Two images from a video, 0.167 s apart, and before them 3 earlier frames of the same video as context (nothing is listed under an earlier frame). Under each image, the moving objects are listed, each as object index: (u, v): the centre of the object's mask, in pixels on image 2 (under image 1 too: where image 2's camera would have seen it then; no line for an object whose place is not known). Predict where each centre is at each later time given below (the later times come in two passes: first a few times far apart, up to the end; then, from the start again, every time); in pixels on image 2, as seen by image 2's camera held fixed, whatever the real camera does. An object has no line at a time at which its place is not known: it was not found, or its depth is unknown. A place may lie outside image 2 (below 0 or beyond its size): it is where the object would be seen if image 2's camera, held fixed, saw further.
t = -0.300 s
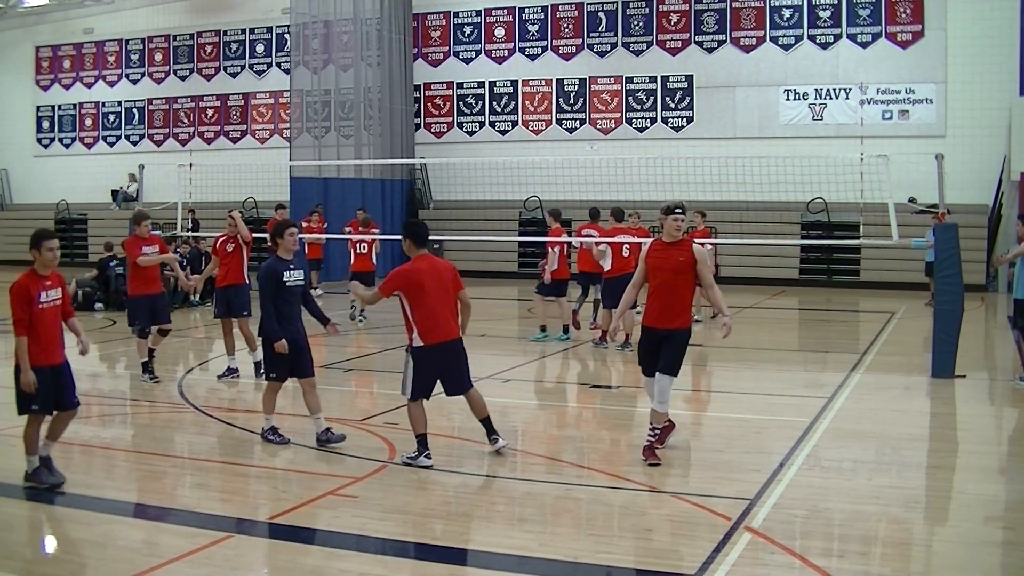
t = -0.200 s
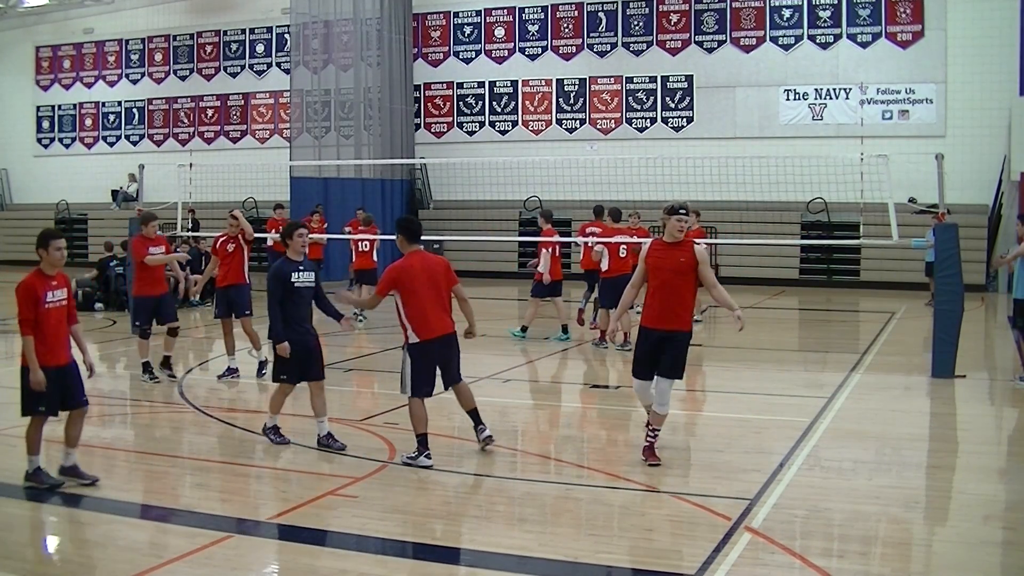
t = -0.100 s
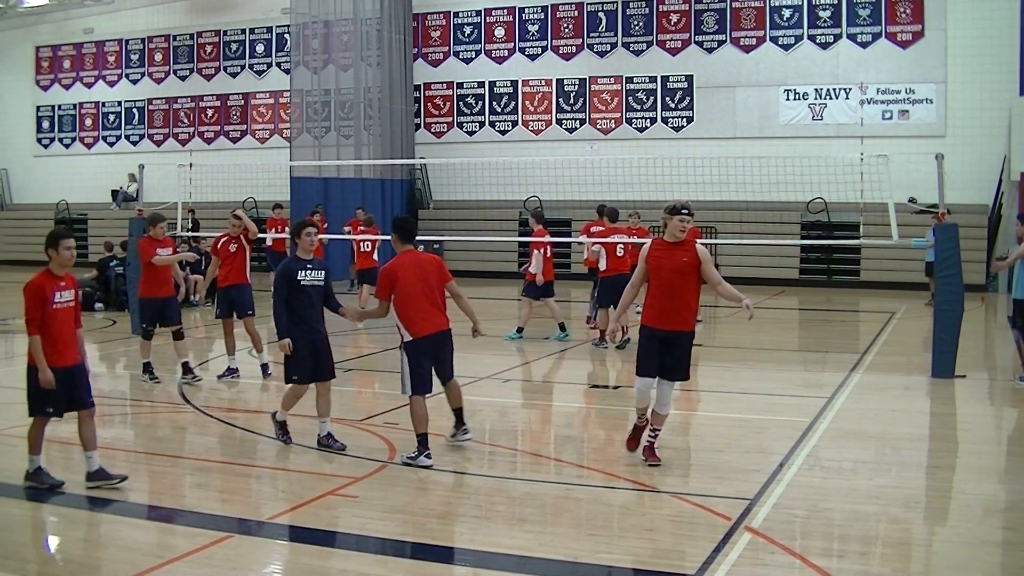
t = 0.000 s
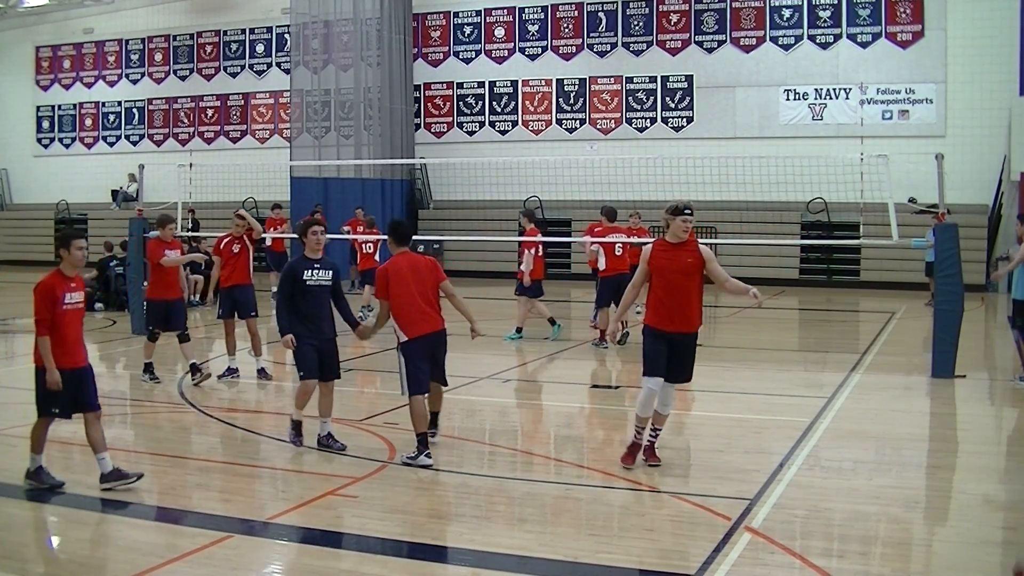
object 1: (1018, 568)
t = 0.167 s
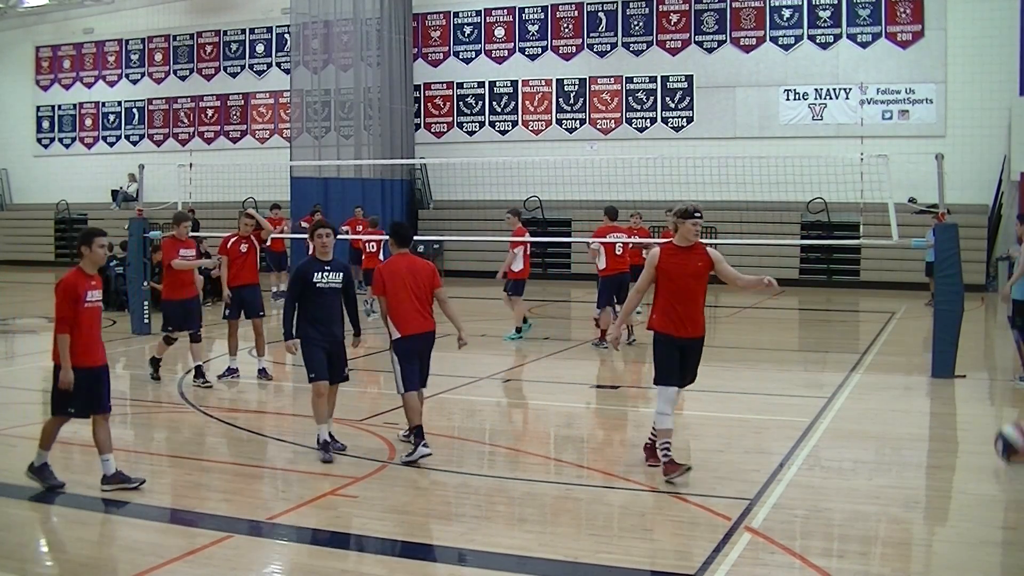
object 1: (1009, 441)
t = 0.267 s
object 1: (1004, 402)
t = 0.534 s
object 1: (973, 389)
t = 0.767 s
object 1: (947, 473)
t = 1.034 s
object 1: (925, 408)
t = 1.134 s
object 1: (917, 387)
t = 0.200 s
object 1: (1008, 426)
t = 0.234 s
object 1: (1006, 413)
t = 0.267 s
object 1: (1004, 402)
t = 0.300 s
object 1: (1001, 392)
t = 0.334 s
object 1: (997, 385)
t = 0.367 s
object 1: (993, 381)
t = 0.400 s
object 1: (988, 378)
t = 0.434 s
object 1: (984, 377)
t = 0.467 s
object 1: (980, 380)
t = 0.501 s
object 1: (977, 384)
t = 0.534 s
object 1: (973, 389)
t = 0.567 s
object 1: (970, 397)
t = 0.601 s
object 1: (966, 405)
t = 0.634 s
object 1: (962, 415)
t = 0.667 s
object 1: (958, 428)
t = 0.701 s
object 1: (955, 442)
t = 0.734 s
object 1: (950, 456)
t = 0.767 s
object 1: (947, 473)
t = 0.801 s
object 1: (942, 492)
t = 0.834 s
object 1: (939, 498)
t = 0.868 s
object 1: (937, 479)
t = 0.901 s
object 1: (934, 460)
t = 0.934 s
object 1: (931, 444)
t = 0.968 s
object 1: (930, 430)
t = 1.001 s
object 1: (926, 419)
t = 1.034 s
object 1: (925, 408)
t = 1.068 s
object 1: (922, 399)
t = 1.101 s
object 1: (920, 392)
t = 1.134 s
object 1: (917, 387)
